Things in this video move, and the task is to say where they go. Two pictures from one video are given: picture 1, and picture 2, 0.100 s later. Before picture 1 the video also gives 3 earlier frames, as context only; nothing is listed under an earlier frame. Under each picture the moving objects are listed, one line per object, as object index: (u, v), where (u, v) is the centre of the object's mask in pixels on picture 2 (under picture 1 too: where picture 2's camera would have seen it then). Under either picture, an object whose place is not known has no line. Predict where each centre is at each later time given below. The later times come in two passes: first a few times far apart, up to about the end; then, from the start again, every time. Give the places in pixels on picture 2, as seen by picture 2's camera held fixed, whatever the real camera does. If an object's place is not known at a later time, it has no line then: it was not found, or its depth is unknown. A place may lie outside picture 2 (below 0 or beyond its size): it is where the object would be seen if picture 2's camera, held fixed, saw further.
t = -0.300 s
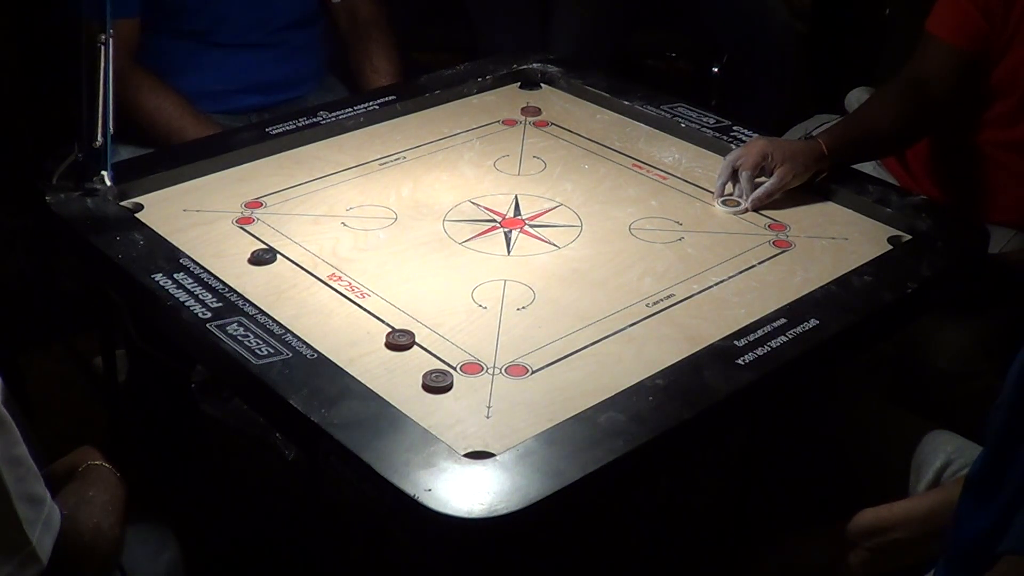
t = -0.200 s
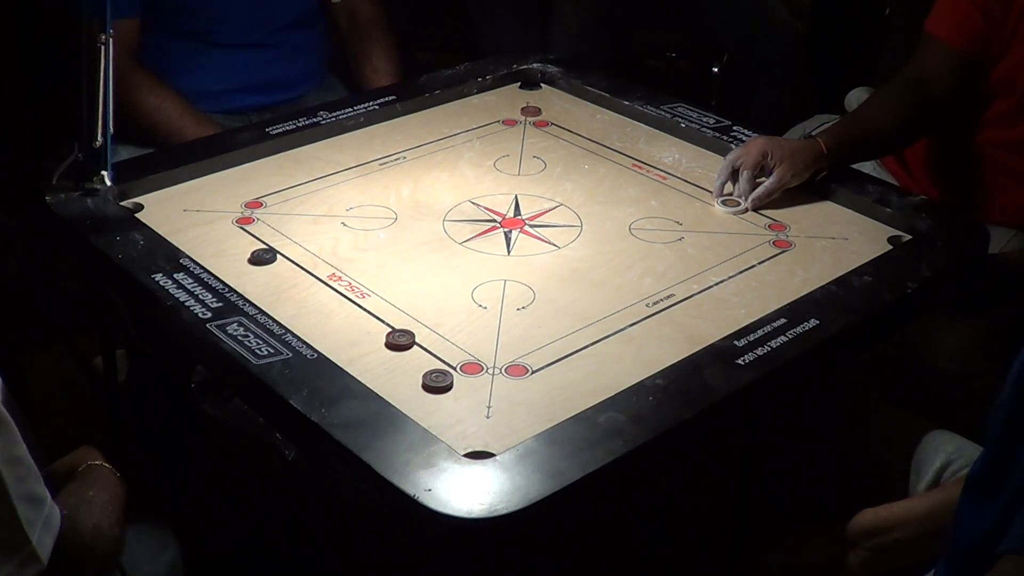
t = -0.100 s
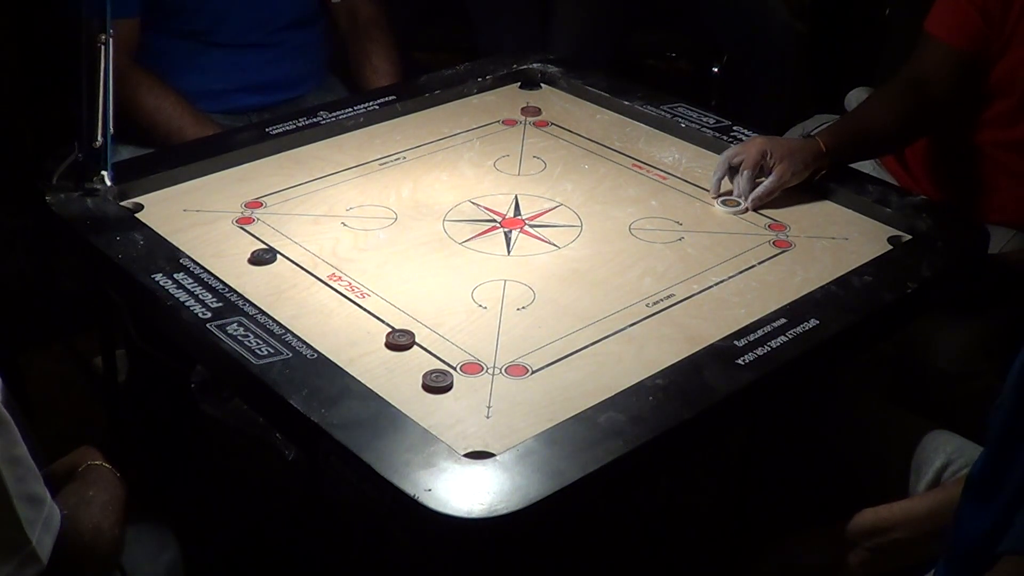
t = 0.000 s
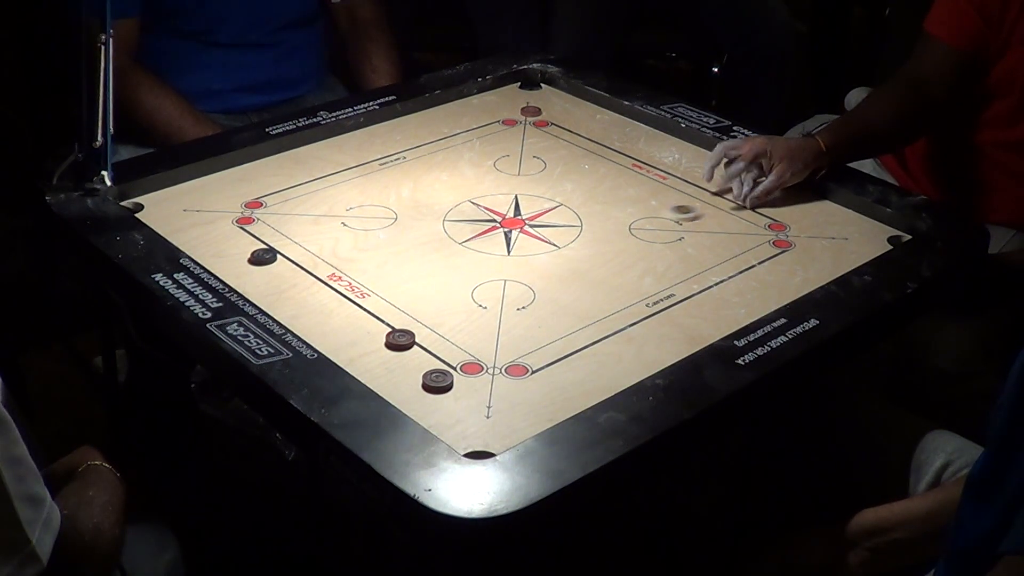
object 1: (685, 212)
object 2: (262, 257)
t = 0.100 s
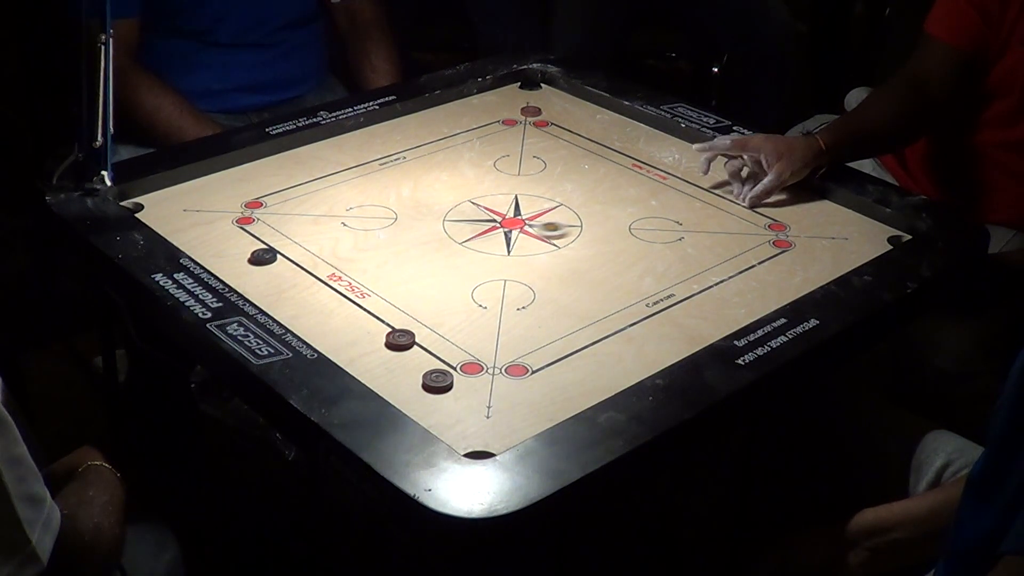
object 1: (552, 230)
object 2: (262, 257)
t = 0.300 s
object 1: (288, 265)
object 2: (262, 257)
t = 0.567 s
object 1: (356, 238)
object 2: (140, 204)
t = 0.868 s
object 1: (468, 200)
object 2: (162, 226)
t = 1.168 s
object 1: (510, 184)
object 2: (162, 226)
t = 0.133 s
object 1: (507, 236)
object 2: (262, 257)
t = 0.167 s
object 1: (462, 241)
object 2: (262, 257)
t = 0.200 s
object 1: (418, 247)
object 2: (262, 257)
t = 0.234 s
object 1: (374, 253)
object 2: (262, 257)
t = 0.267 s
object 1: (331, 259)
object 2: (262, 257)
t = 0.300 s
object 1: (288, 265)
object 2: (262, 257)
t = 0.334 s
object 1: (256, 274)
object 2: (235, 249)
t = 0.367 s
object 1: (235, 279)
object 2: (208, 242)
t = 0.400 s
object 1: (254, 273)
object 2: (184, 235)
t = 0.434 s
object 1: (277, 265)
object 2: (163, 227)
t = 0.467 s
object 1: (299, 257)
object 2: (149, 219)
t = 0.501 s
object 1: (319, 250)
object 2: (143, 212)
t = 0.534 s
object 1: (338, 244)
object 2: (138, 204)
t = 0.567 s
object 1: (356, 238)
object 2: (140, 204)
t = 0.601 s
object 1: (373, 232)
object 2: (145, 207)
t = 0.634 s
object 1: (388, 227)
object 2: (149, 212)
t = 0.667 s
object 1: (403, 223)
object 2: (151, 215)
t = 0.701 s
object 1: (416, 218)
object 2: (154, 218)
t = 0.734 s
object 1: (428, 214)
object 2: (157, 220)
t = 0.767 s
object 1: (439, 210)
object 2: (159, 223)
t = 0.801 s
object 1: (450, 206)
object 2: (160, 224)
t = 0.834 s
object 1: (459, 203)
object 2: (161, 225)
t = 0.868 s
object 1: (468, 200)
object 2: (162, 226)
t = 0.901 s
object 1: (475, 197)
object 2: (162, 226)
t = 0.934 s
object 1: (482, 194)
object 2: (162, 226)
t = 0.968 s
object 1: (488, 192)
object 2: (162, 226)
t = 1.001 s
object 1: (494, 191)
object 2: (162, 226)
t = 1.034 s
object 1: (498, 189)
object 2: (162, 226)
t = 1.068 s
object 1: (502, 187)
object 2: (162, 226)
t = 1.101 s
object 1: (506, 186)
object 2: (162, 226)
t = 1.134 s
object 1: (508, 185)
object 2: (162, 226)
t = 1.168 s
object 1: (510, 184)
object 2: (162, 226)
